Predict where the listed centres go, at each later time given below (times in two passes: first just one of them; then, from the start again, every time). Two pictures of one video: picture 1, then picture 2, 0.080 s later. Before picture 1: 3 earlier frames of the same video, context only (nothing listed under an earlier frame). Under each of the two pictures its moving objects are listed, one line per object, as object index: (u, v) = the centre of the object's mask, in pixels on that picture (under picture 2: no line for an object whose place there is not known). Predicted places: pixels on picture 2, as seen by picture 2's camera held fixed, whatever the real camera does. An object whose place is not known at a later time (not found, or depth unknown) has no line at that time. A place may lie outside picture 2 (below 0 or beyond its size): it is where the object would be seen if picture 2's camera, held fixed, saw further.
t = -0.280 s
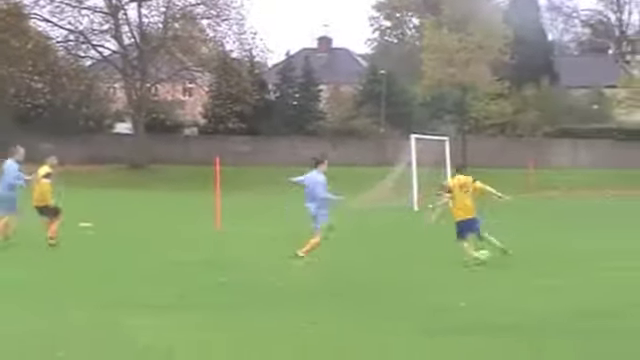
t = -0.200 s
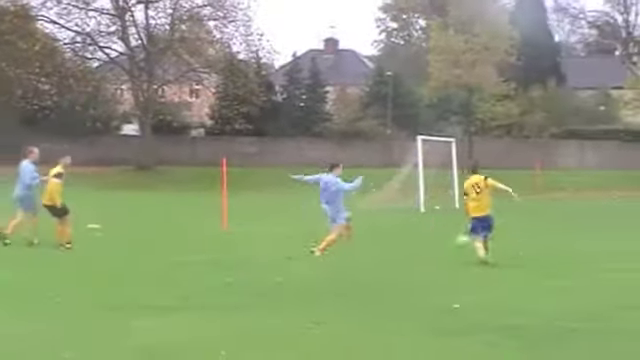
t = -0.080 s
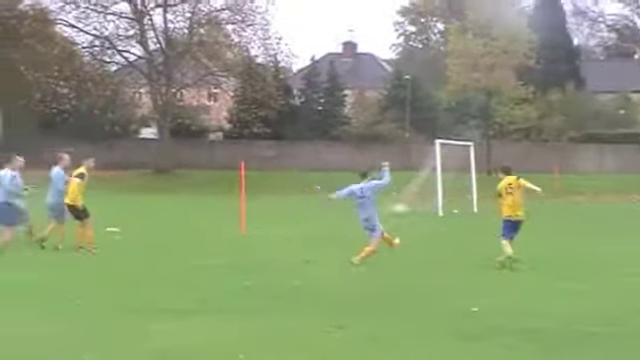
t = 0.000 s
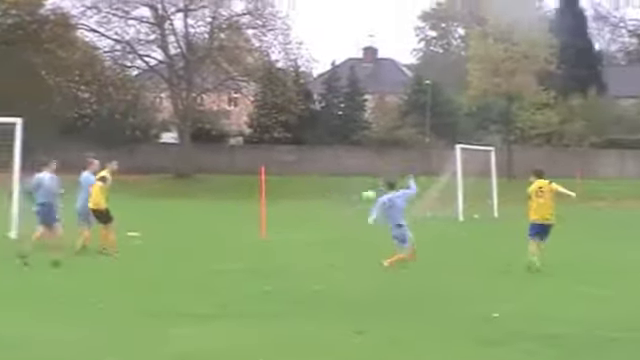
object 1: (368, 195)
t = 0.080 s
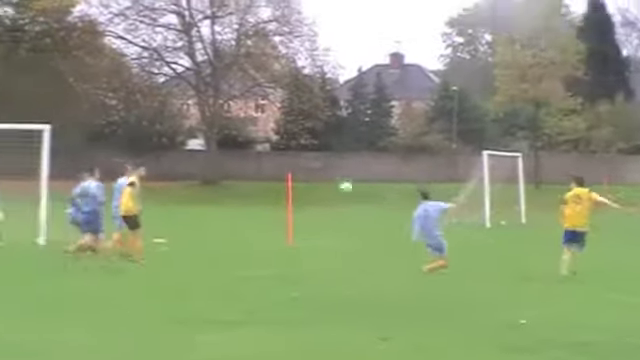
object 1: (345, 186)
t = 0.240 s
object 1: (252, 169)
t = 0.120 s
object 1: (321, 181)
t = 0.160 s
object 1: (299, 176)
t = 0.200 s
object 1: (275, 173)
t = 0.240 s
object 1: (252, 169)
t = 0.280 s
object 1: (229, 166)
